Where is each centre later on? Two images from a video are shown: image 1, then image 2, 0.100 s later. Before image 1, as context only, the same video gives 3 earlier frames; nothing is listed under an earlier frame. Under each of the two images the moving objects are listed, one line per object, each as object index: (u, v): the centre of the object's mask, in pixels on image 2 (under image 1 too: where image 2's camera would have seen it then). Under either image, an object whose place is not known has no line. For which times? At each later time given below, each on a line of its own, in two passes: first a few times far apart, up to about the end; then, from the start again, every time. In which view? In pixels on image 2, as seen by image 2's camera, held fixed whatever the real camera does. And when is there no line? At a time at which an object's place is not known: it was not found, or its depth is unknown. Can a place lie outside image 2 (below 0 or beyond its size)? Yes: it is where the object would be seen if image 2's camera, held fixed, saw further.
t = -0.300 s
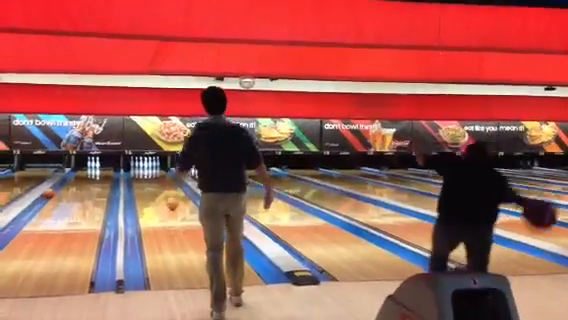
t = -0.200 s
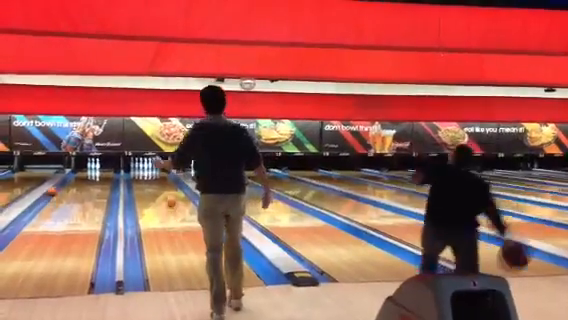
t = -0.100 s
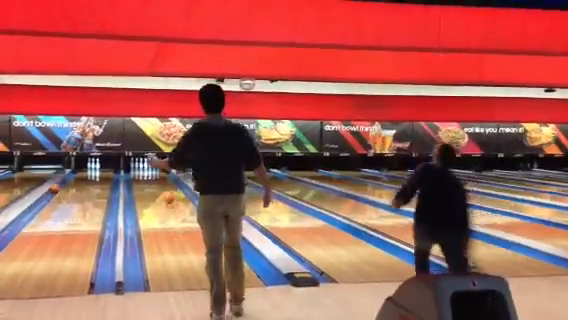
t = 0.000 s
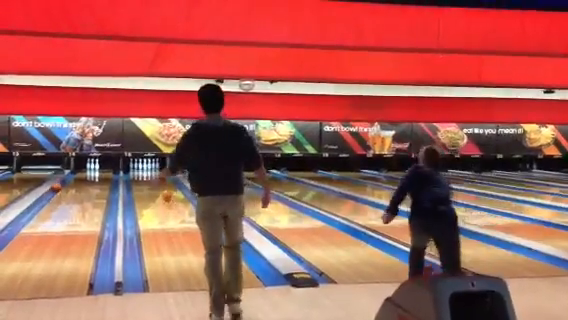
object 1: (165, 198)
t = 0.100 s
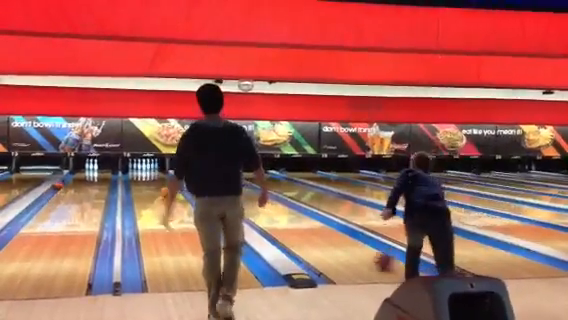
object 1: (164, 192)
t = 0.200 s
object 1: (163, 189)
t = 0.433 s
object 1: (162, 185)
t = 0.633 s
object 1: (161, 183)
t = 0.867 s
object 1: (160, 179)
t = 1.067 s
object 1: (159, 177)
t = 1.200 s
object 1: (157, 176)
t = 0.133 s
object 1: (164, 191)
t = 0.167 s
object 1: (164, 191)
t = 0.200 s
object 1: (163, 189)
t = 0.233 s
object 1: (163, 189)
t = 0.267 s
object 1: (163, 188)
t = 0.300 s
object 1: (163, 187)
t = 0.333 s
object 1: (163, 187)
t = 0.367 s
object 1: (162, 186)
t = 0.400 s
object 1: (162, 185)
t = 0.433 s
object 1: (162, 185)
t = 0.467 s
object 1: (162, 184)
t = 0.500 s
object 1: (162, 184)
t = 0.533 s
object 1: (162, 183)
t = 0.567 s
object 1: (161, 183)
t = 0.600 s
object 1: (160, 183)
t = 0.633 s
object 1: (161, 183)
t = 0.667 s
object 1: (161, 181)
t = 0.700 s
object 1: (161, 181)
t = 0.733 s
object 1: (160, 180)
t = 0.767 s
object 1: (160, 180)
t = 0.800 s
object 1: (160, 180)
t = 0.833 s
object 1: (159, 180)
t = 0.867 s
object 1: (160, 179)
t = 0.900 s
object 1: (160, 179)
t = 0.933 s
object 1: (159, 178)
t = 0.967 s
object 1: (159, 178)
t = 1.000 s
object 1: (159, 178)
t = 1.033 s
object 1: (159, 178)
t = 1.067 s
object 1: (159, 177)
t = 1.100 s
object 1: (158, 176)
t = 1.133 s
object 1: (158, 177)
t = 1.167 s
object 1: (158, 177)
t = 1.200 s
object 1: (157, 176)
